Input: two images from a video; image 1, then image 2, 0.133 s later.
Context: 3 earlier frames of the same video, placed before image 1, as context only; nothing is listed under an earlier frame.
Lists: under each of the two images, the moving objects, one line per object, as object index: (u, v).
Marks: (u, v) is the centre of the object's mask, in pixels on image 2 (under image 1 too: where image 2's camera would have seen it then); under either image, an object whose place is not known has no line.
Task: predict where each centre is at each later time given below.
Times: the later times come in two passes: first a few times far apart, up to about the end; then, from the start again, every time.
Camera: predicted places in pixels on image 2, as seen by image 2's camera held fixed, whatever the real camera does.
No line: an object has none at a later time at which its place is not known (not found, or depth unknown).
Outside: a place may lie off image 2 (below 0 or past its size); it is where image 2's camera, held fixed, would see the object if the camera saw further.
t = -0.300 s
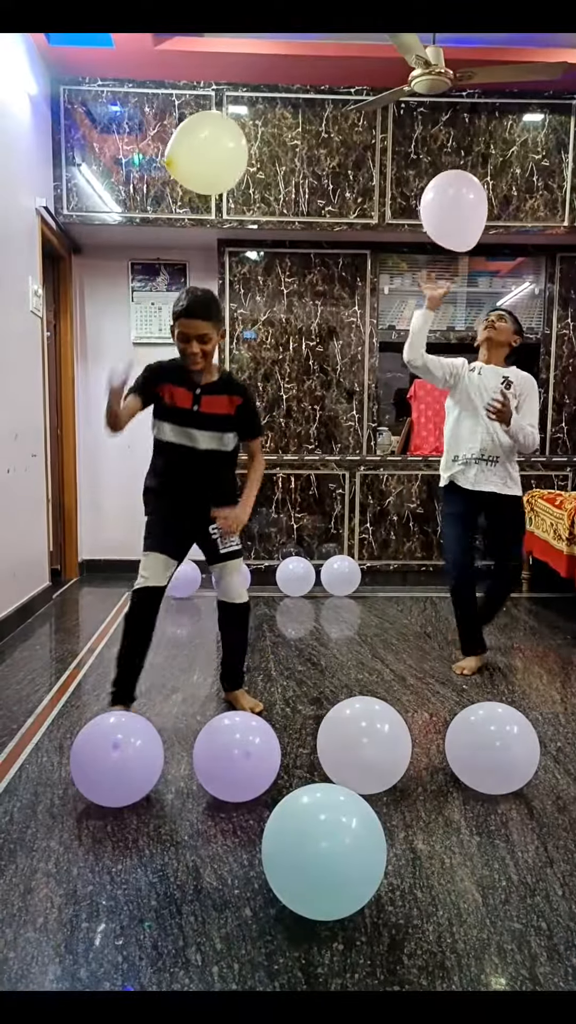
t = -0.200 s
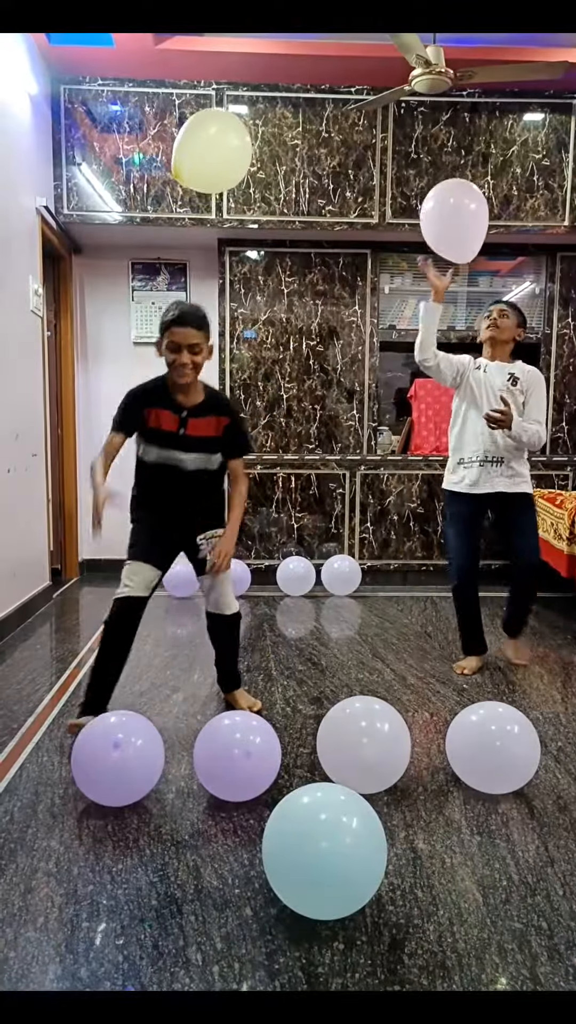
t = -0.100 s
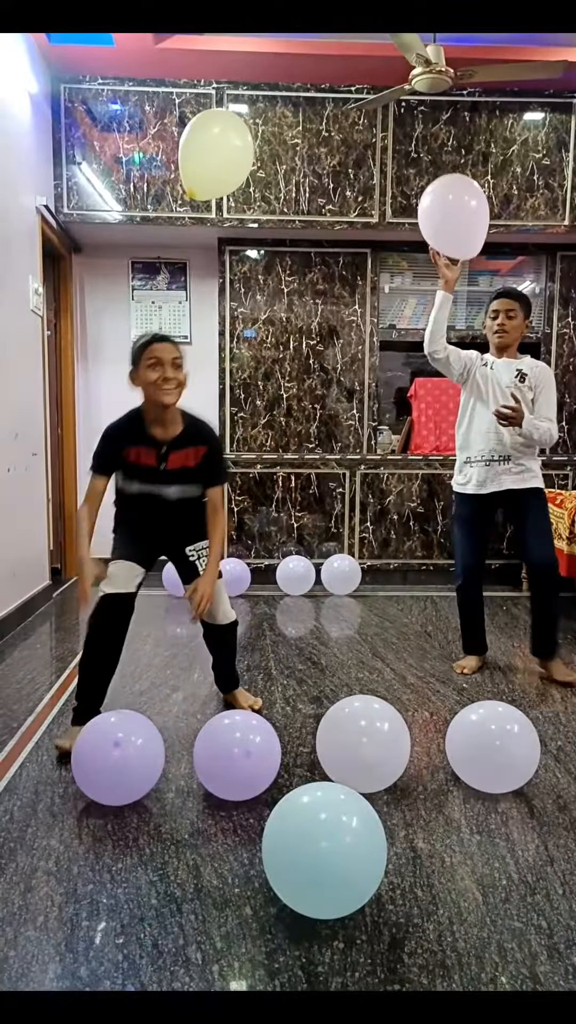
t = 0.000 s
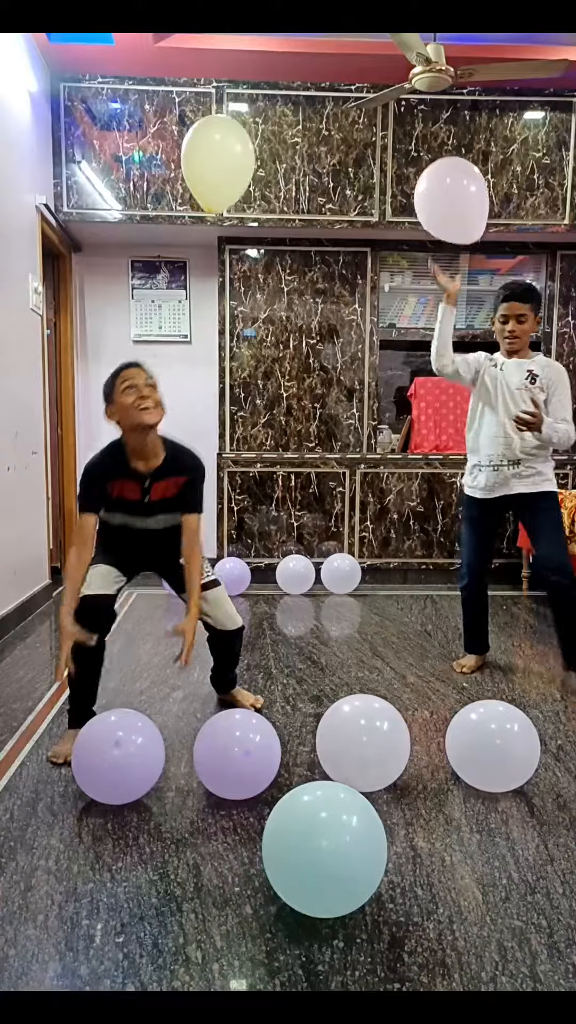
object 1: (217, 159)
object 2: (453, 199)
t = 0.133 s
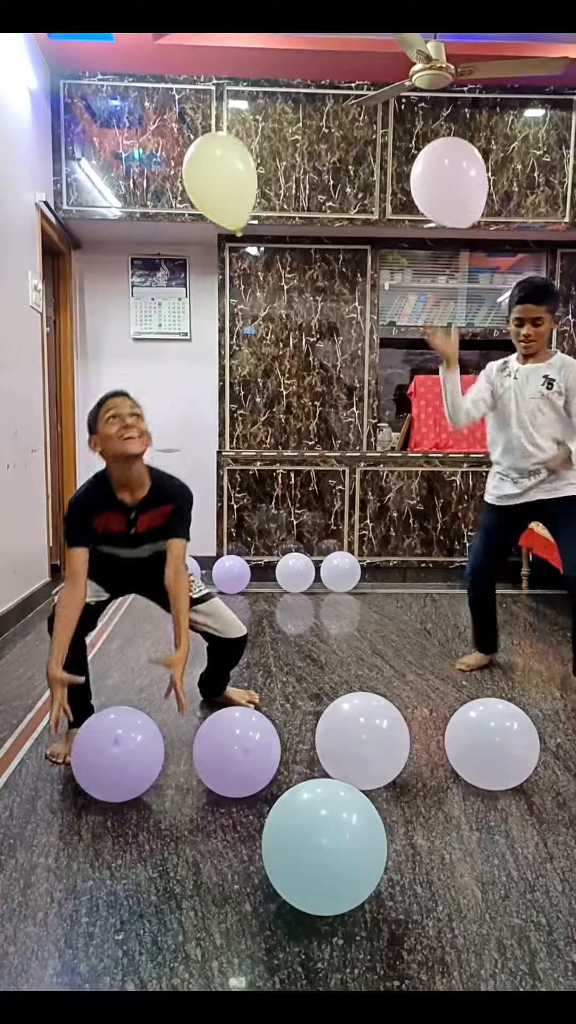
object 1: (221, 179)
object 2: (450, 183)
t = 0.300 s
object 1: (227, 215)
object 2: (446, 168)
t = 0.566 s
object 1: (242, 288)
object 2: (440, 167)
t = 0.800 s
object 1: (259, 362)
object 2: (431, 186)
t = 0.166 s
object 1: (222, 186)
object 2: (449, 179)
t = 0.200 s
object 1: (223, 192)
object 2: (448, 176)
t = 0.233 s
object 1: (225, 200)
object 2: (448, 173)
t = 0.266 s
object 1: (226, 207)
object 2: (447, 170)
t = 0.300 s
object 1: (227, 215)
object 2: (446, 168)
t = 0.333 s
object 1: (229, 223)
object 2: (446, 167)
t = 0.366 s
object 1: (231, 232)
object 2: (445, 165)
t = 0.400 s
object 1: (233, 241)
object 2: (445, 164)
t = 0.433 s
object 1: (234, 250)
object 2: (444, 164)
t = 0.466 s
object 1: (236, 259)
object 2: (443, 164)
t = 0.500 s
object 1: (238, 269)
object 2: (442, 165)
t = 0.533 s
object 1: (240, 278)
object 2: (441, 166)
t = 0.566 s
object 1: (242, 288)
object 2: (440, 167)
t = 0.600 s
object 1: (245, 299)
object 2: (439, 169)
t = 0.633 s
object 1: (247, 309)
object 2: (438, 171)
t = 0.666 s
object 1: (249, 320)
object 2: (436, 173)
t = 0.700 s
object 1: (252, 330)
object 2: (435, 176)
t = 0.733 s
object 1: (254, 341)
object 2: (433, 179)
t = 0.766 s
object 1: (256, 351)
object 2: (432, 182)
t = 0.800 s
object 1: (259, 362)
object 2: (431, 186)
